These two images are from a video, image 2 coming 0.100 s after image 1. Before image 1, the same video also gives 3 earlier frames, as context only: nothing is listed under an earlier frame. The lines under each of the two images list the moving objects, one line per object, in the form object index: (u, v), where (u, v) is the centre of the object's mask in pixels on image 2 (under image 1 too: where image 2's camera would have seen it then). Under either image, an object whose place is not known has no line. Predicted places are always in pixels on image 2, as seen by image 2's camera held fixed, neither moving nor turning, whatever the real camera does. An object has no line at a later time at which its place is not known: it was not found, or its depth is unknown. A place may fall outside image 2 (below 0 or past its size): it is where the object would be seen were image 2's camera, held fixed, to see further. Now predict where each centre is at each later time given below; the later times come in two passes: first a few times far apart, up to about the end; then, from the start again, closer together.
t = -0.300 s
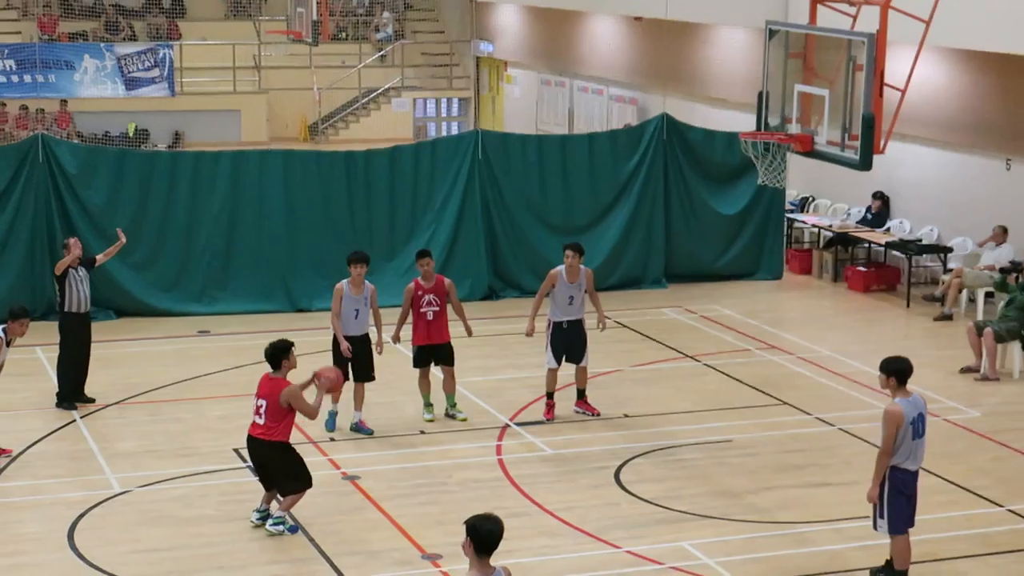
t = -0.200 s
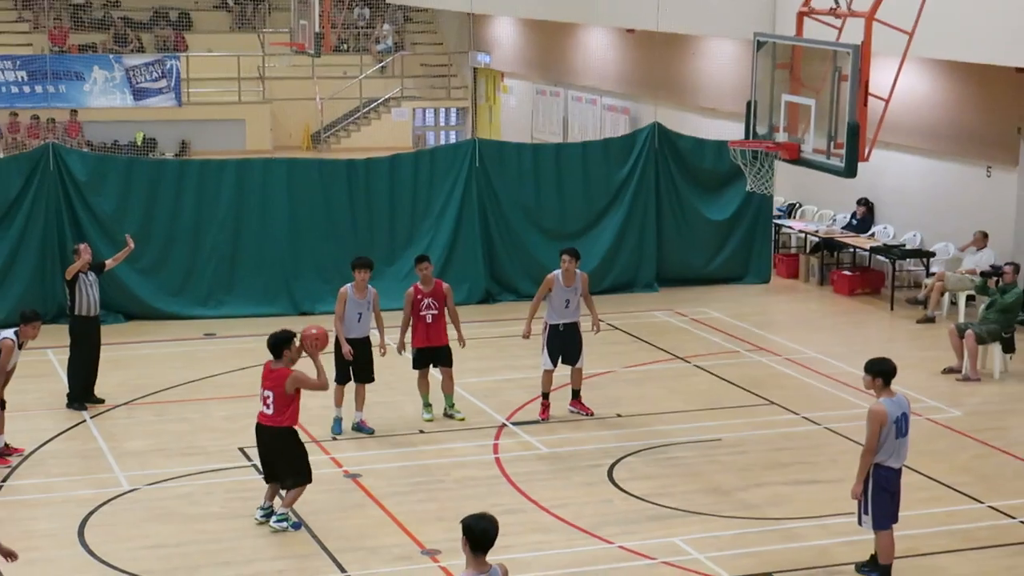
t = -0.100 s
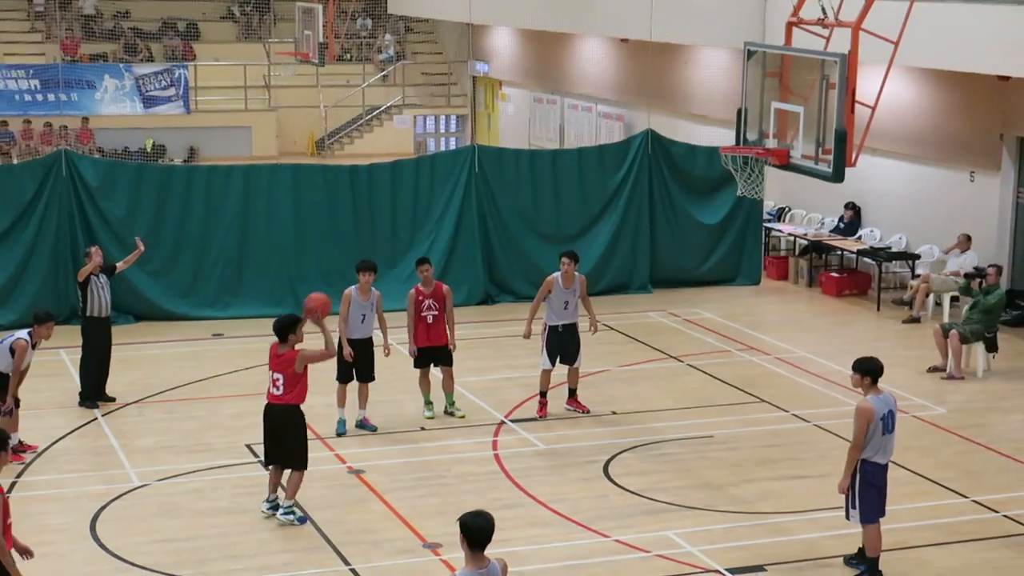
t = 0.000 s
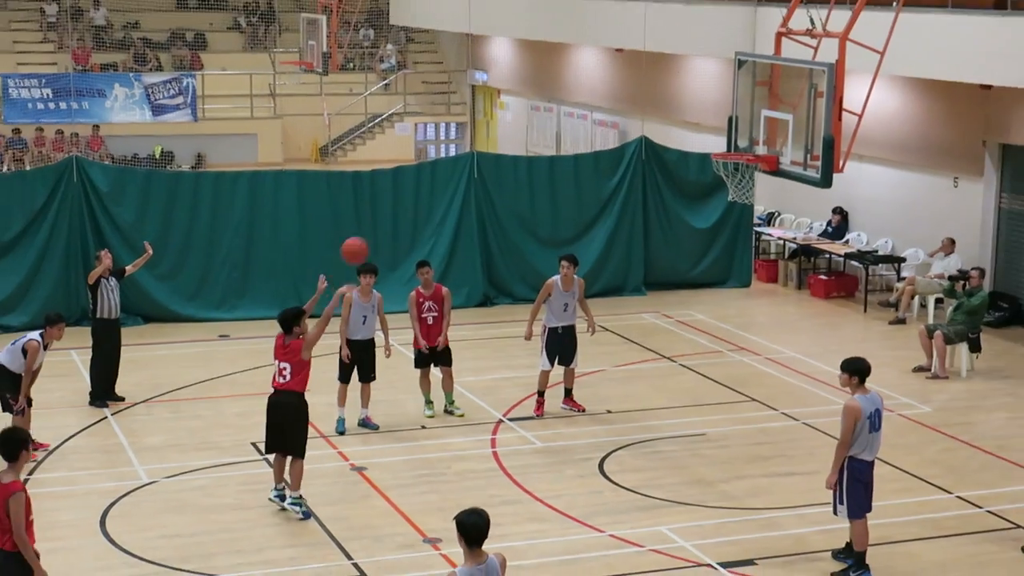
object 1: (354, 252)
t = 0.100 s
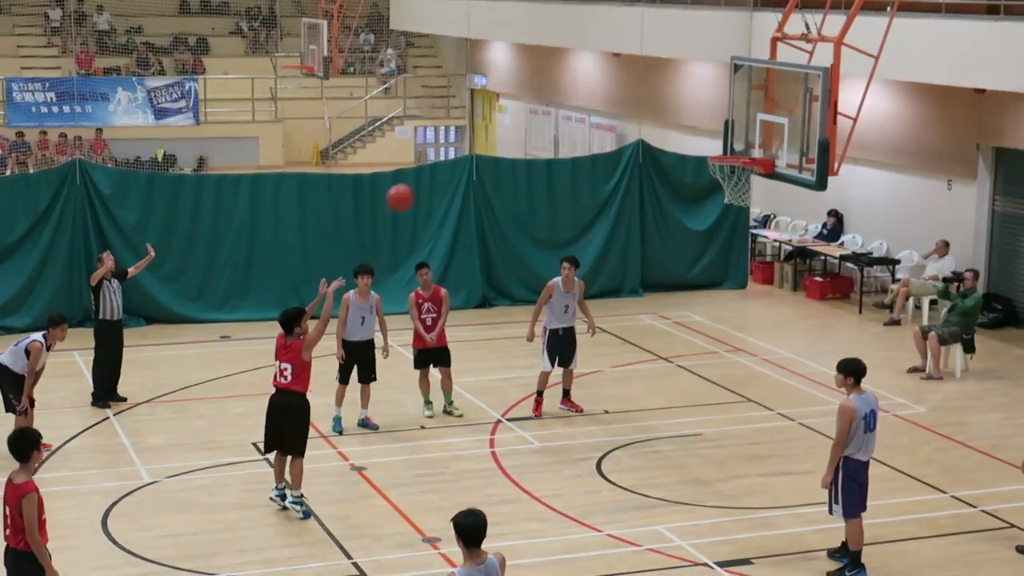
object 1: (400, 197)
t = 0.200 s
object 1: (445, 154)
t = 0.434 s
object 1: (546, 95)
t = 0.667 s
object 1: (642, 93)
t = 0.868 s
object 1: (721, 137)
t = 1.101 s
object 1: (710, 176)
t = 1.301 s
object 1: (702, 183)
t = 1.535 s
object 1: (693, 240)
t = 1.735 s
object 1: (683, 333)
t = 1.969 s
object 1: (673, 458)
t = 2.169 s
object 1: (679, 367)
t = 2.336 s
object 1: (683, 319)
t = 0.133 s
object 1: (415, 182)
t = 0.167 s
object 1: (430, 167)
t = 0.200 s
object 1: (445, 154)
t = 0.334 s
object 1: (503, 112)
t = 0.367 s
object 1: (518, 106)
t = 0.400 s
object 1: (532, 100)
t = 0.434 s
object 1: (546, 95)
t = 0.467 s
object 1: (560, 91)
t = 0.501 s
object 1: (574, 88)
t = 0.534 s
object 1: (588, 87)
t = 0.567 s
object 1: (602, 87)
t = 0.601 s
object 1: (615, 89)
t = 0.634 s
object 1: (629, 91)
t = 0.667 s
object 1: (642, 93)
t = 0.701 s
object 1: (656, 98)
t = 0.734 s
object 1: (669, 104)
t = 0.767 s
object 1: (683, 110)
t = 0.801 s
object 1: (695, 118)
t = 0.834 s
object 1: (708, 127)
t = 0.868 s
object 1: (721, 137)
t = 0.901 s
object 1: (733, 148)
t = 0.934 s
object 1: (745, 155)
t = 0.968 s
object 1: (736, 167)
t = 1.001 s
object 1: (729, 174)
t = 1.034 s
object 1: (721, 179)
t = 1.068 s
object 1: (715, 179)
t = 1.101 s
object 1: (710, 176)
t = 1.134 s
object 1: (708, 175)
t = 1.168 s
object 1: (707, 174)
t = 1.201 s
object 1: (704, 174)
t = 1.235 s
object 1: (704, 176)
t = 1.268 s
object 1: (703, 179)
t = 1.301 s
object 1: (702, 183)
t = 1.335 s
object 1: (699, 190)
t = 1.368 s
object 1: (699, 194)
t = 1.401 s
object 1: (698, 200)
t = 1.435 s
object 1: (697, 208)
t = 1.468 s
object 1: (695, 218)
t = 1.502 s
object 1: (694, 228)
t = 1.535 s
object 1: (693, 240)
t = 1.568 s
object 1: (691, 253)
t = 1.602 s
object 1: (690, 267)
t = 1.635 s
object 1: (688, 281)
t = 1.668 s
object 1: (686, 297)
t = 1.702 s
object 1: (685, 314)
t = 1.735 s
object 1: (683, 333)
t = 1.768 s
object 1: (682, 351)
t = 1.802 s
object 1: (680, 372)
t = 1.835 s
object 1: (678, 393)
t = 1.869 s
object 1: (677, 416)
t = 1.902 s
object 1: (675, 439)
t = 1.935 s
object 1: (673, 464)
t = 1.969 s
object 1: (673, 458)
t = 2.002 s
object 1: (674, 441)
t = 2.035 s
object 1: (675, 424)
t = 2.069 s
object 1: (676, 408)
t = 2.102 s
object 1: (677, 394)
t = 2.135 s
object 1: (678, 380)
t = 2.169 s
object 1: (679, 367)
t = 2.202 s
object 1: (680, 355)
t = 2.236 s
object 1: (680, 345)
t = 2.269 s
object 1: (681, 335)
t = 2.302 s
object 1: (682, 326)
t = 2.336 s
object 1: (683, 319)
